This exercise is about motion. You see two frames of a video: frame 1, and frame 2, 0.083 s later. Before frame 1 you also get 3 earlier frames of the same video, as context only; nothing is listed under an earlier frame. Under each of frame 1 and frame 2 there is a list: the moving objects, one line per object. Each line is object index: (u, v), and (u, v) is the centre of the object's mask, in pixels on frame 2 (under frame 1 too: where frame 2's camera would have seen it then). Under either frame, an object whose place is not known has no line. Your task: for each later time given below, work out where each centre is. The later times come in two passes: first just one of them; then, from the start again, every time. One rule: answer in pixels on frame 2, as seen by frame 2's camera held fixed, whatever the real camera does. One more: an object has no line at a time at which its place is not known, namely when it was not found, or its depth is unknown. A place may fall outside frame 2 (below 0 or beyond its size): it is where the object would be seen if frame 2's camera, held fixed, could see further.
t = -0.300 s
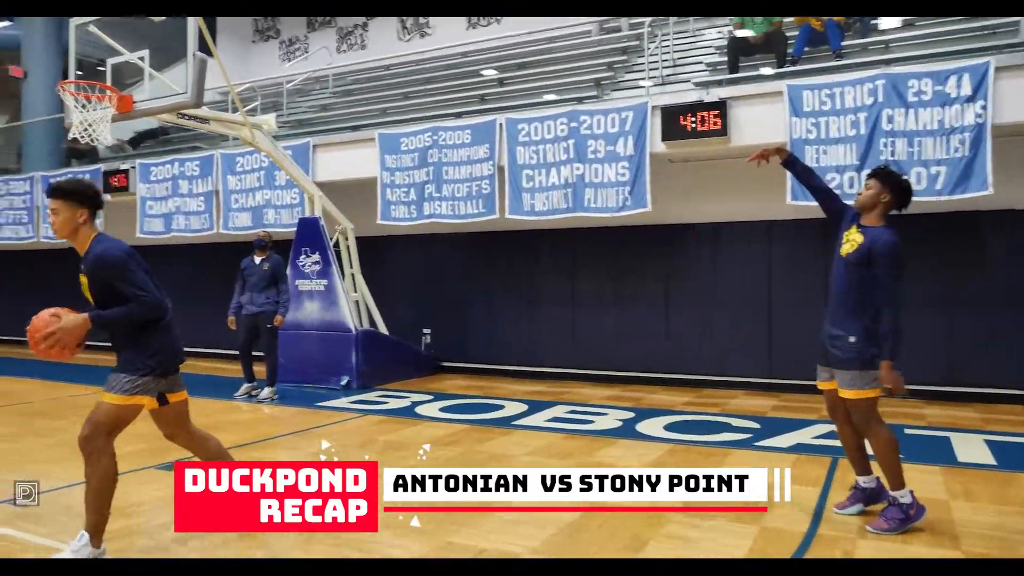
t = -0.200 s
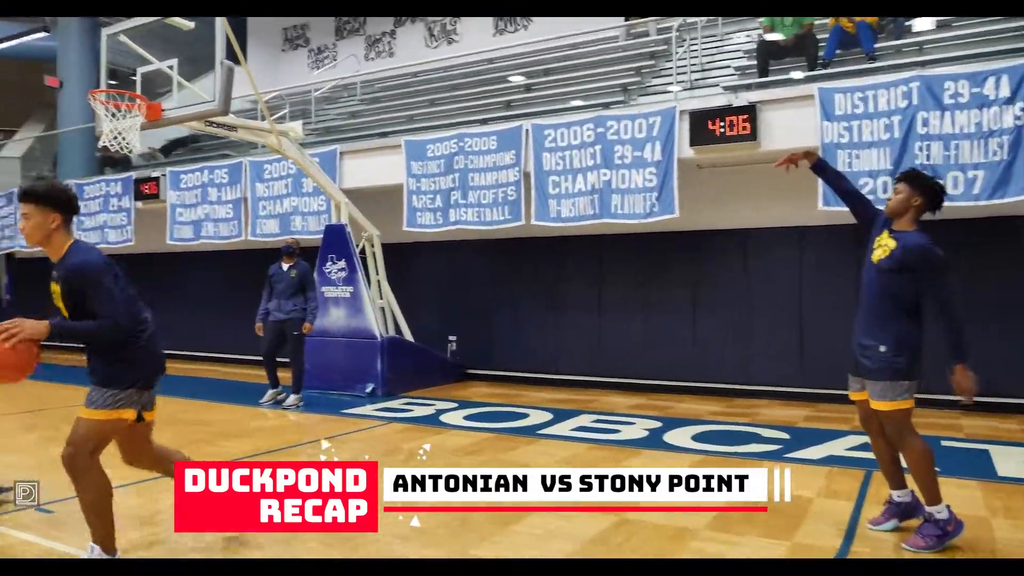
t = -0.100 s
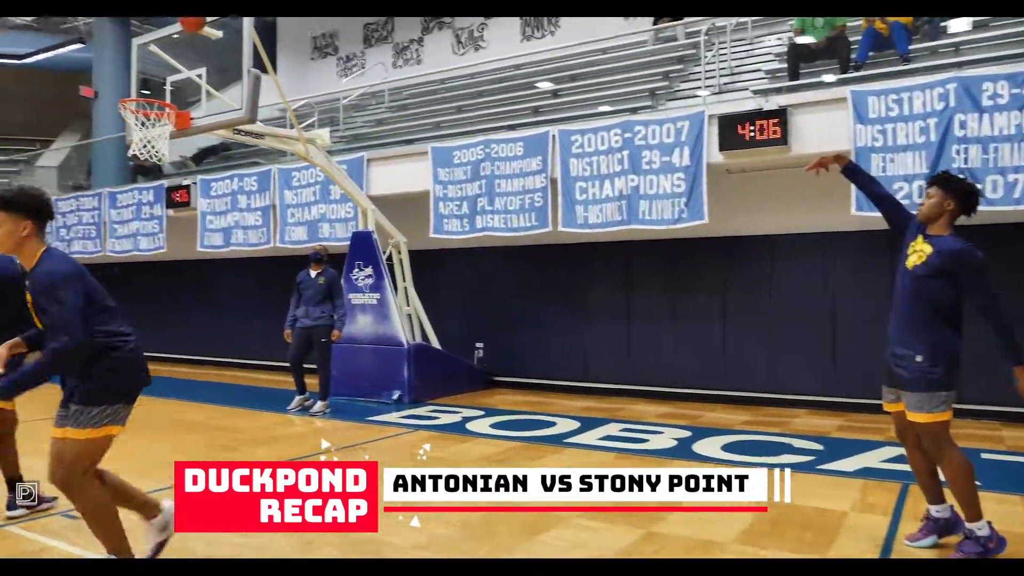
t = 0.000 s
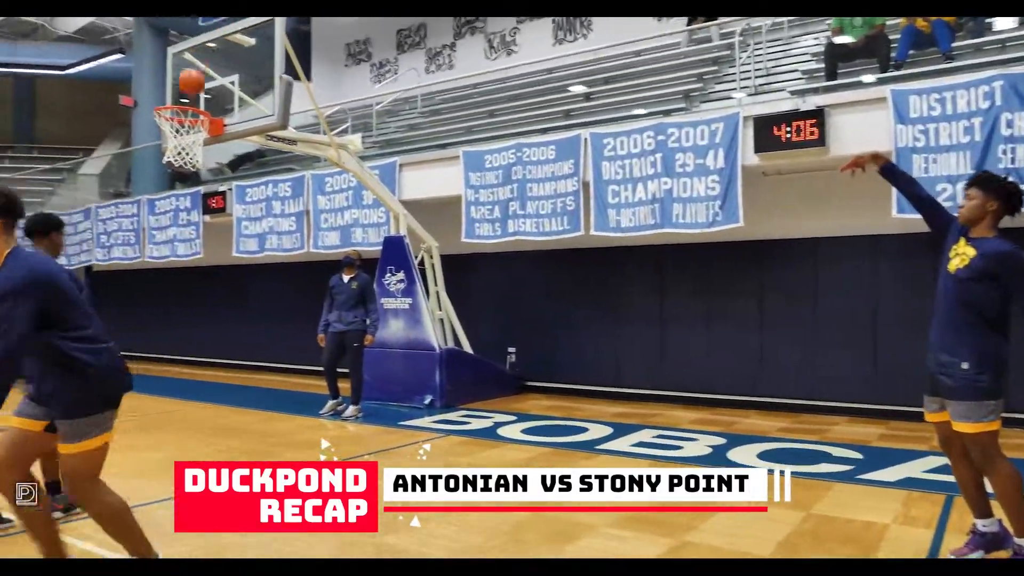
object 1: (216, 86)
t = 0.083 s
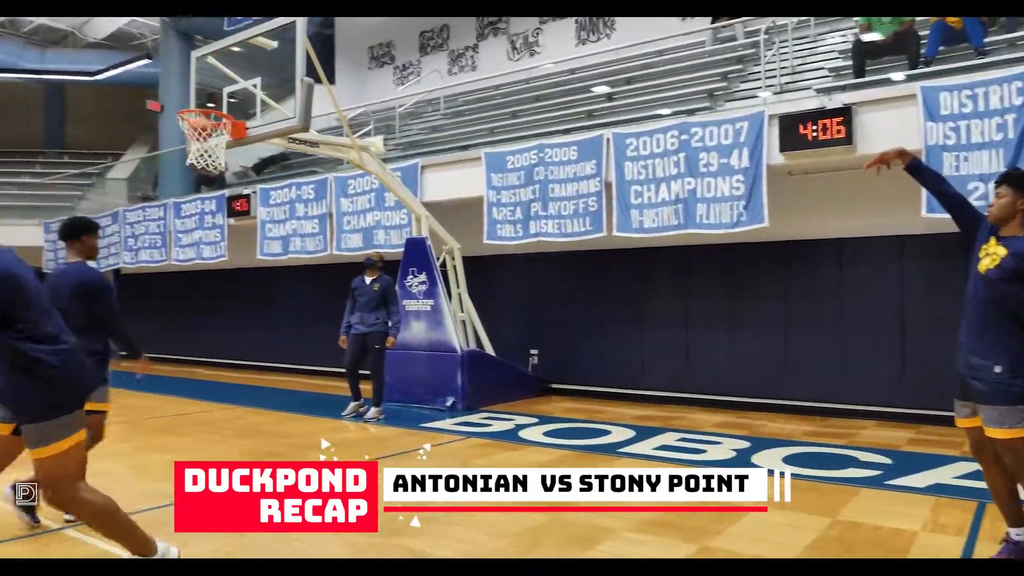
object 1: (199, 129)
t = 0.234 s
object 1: (214, 178)
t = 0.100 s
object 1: (201, 138)
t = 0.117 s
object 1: (204, 144)
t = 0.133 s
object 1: (207, 150)
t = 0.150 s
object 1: (209, 156)
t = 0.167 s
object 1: (212, 163)
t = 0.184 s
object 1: (211, 163)
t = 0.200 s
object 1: (212, 167)
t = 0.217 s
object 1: (214, 173)
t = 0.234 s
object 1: (214, 178)
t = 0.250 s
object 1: (217, 184)
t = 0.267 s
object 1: (219, 191)
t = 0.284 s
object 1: (221, 197)
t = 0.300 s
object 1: (223, 205)
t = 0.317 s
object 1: (226, 213)
